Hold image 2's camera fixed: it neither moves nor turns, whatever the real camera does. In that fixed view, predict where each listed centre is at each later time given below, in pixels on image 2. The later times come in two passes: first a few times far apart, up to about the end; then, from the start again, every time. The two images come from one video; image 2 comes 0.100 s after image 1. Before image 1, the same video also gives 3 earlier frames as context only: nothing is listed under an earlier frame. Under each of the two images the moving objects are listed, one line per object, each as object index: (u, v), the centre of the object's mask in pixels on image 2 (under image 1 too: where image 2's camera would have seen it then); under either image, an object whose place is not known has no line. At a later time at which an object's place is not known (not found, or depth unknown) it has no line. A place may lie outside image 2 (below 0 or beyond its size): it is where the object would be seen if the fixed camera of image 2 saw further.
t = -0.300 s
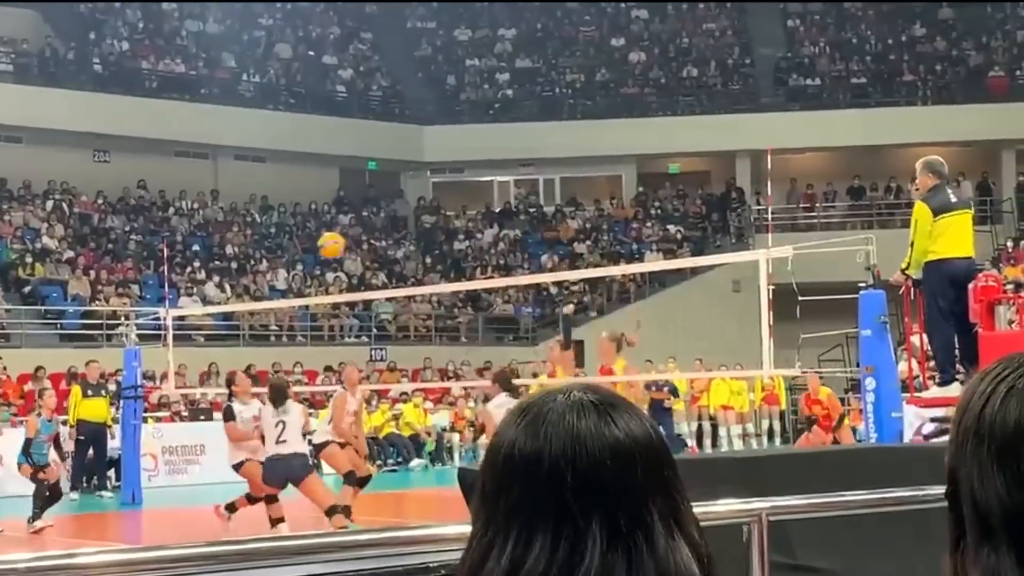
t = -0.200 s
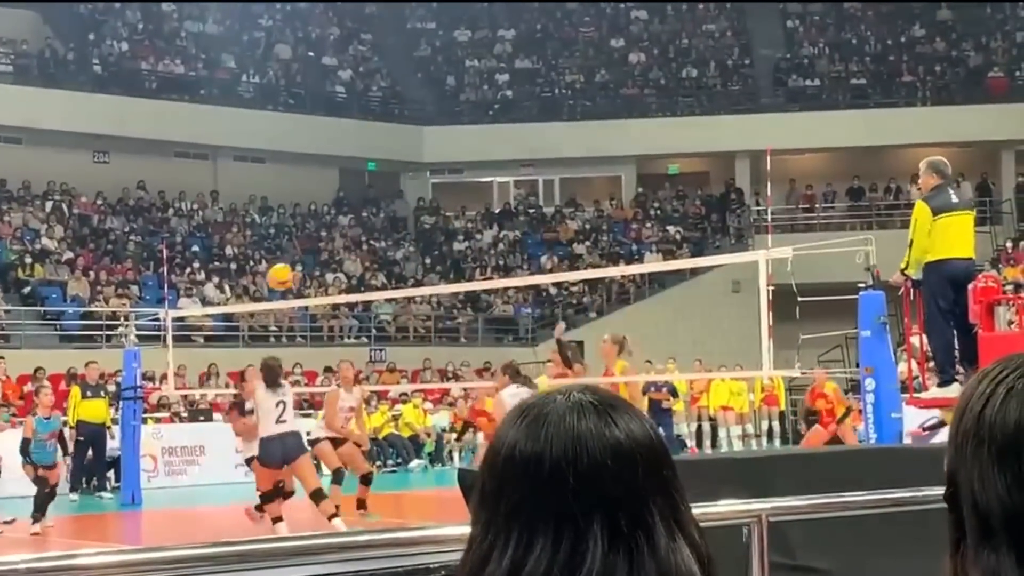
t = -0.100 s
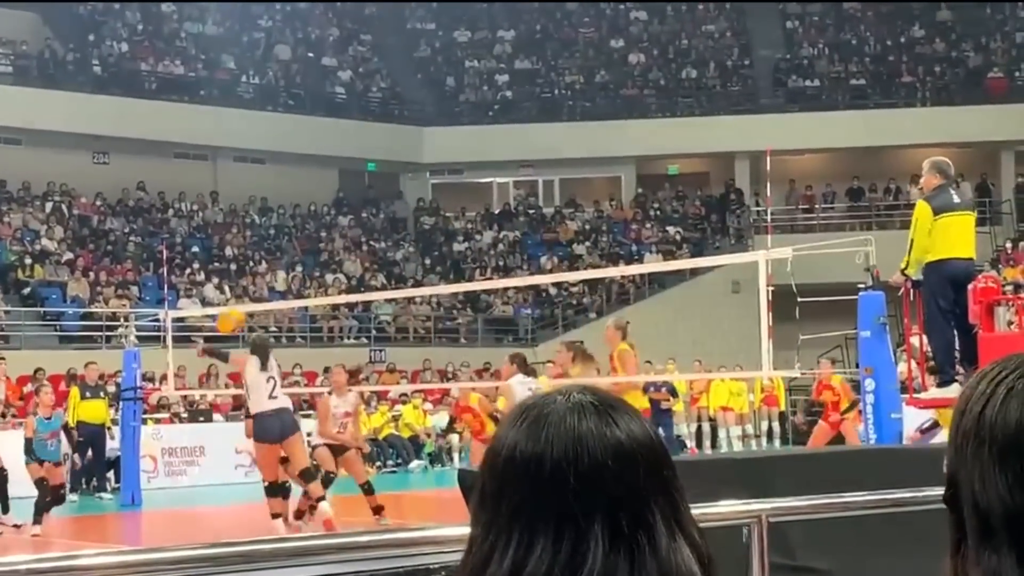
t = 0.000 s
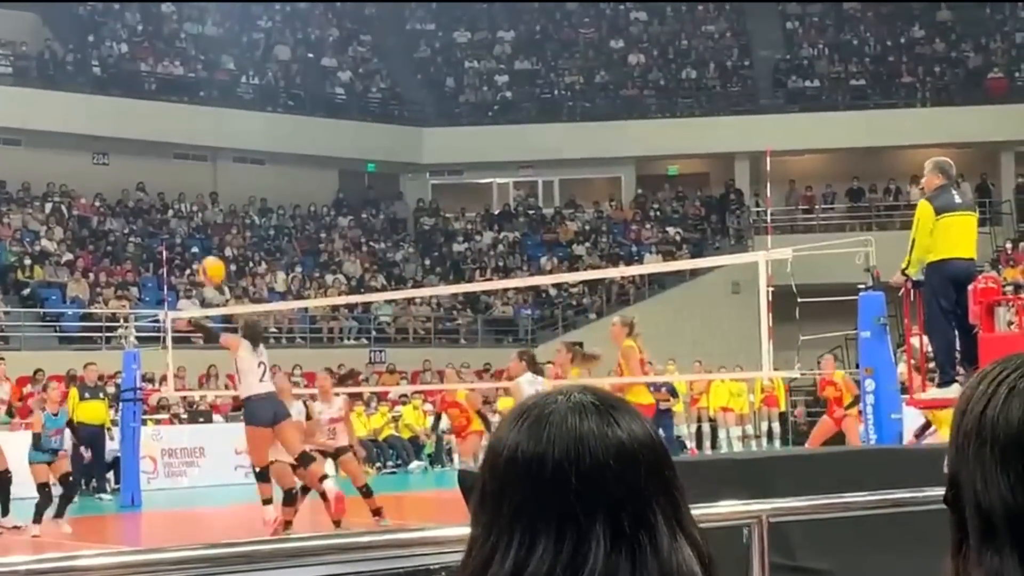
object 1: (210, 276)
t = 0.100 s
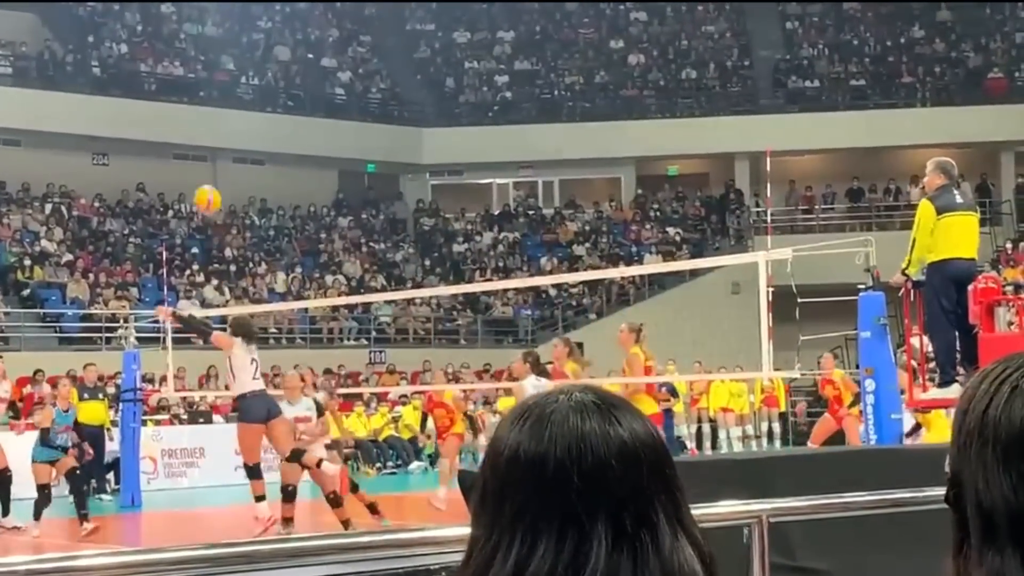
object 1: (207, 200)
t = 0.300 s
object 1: (197, 94)
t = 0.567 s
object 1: (185, 28)
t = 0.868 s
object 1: (171, 53)
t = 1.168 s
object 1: (169, 189)
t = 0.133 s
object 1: (206, 181)
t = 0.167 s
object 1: (204, 160)
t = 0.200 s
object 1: (203, 144)
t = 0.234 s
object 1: (201, 124)
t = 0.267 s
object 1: (198, 111)
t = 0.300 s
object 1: (197, 94)
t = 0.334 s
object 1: (194, 80)
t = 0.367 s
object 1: (191, 68)
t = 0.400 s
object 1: (190, 57)
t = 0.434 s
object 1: (189, 50)
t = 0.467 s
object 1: (188, 41)
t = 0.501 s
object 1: (187, 36)
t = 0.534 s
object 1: (187, 32)
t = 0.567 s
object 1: (185, 28)
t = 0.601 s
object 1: (183, 25)
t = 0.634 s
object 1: (181, 24)
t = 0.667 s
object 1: (179, 23)
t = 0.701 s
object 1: (178, 25)
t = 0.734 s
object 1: (176, 28)
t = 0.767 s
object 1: (174, 32)
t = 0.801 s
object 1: (173, 37)
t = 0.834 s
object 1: (172, 44)
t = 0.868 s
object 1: (171, 53)
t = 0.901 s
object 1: (172, 63)
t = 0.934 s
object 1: (172, 75)
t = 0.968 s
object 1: (173, 88)
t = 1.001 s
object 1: (173, 102)
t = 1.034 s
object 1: (173, 117)
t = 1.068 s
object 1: (171, 133)
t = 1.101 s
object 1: (170, 151)
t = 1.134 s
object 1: (169, 169)
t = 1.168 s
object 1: (169, 189)
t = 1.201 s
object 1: (169, 210)
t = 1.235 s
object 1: (168, 232)
